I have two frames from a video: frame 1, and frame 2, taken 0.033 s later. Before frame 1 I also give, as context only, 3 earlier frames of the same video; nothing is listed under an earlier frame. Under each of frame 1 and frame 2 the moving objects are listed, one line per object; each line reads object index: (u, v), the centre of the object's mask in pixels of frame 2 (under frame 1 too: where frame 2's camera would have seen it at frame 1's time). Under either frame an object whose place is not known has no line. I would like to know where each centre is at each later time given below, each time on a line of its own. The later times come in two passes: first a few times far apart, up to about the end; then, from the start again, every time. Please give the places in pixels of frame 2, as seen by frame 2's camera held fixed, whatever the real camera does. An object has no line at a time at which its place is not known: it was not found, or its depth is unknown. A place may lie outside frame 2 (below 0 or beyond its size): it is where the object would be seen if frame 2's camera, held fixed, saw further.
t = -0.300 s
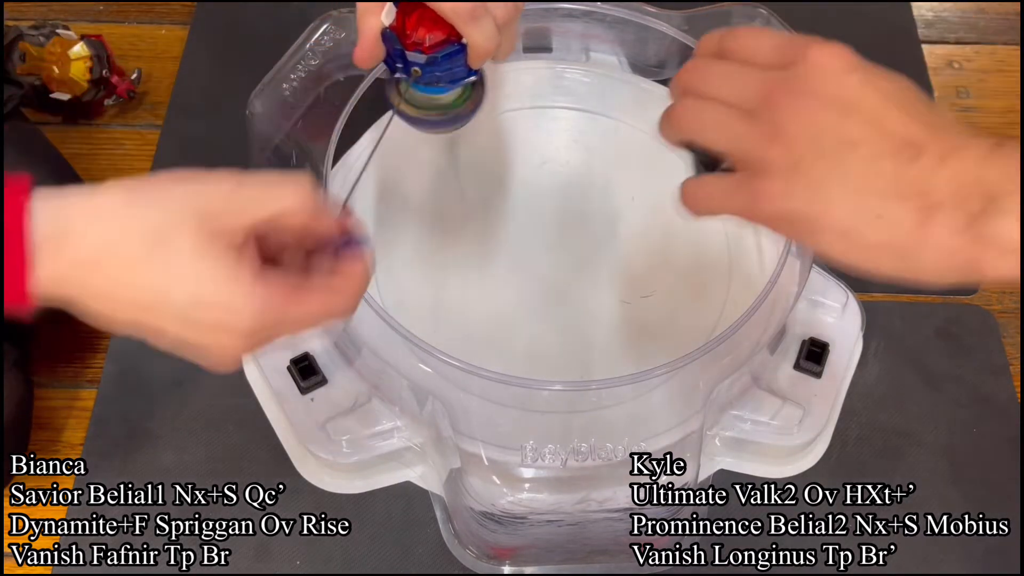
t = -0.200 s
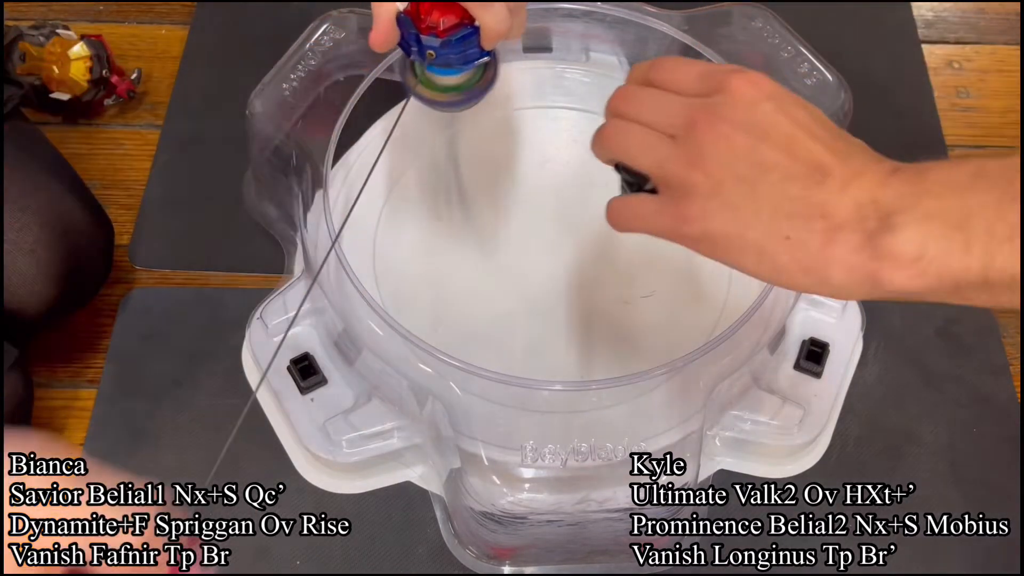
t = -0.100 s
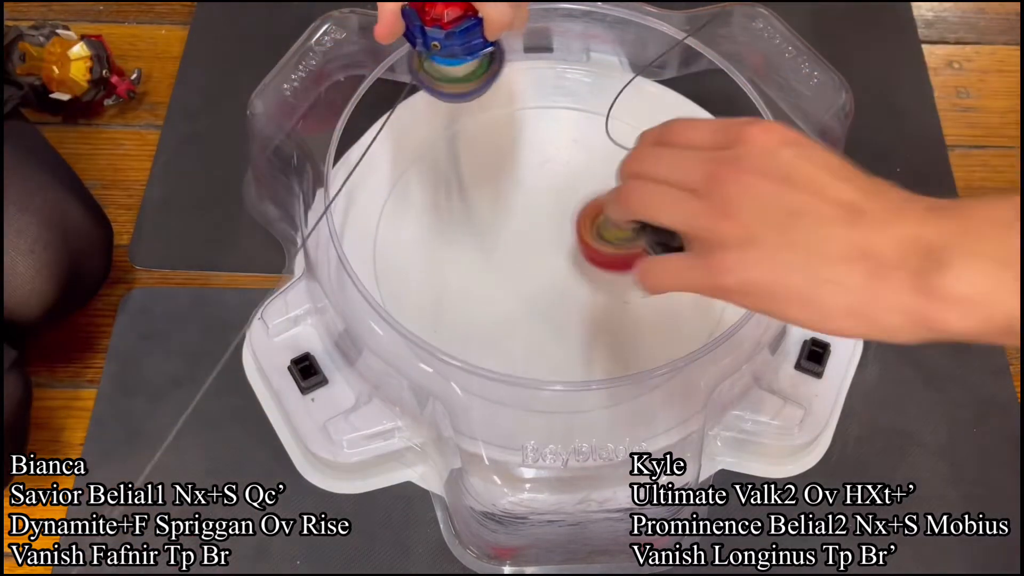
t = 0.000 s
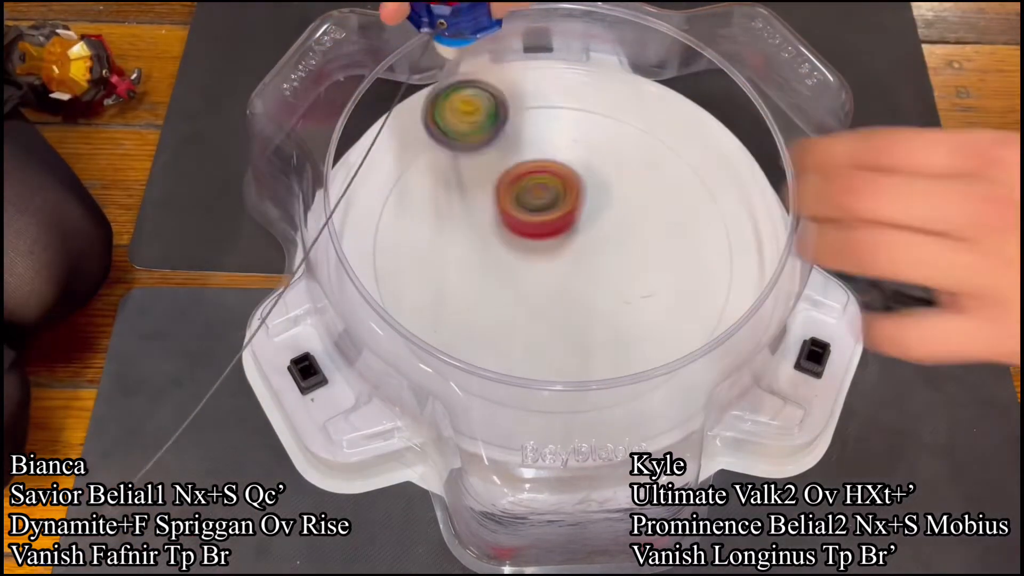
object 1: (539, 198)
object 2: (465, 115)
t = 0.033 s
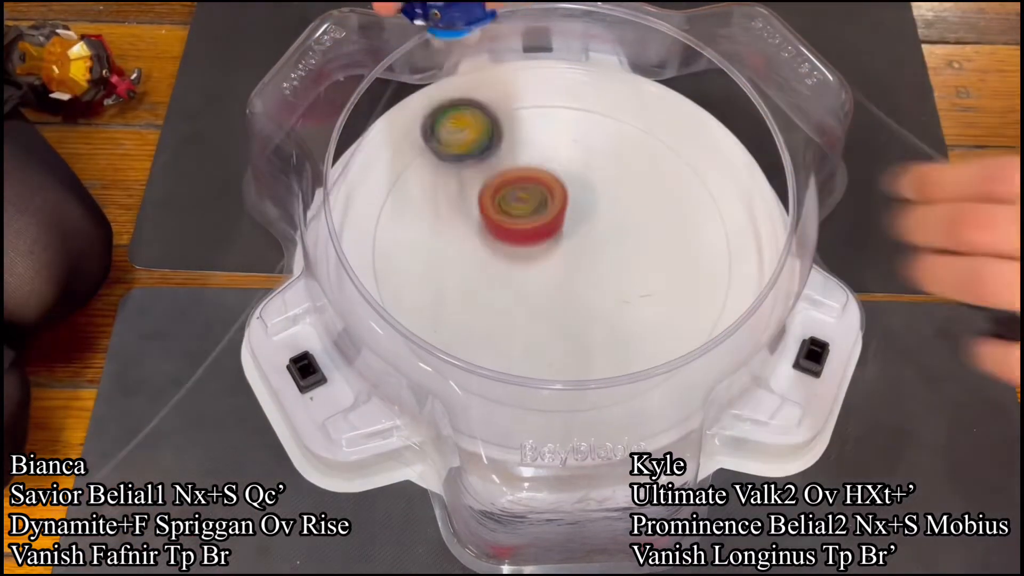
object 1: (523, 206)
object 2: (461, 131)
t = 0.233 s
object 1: (523, 369)
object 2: (489, 81)
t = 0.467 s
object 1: (623, 393)
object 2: (578, 92)
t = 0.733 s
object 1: (616, 247)
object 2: (680, 148)
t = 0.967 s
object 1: (397, 259)
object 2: (602, 180)
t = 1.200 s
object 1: (480, 299)
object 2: (555, 230)
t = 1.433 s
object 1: (589, 307)
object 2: (538, 223)
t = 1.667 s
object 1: (579, 253)
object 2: (512, 199)
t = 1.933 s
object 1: (507, 276)
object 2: (519, 174)
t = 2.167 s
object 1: (534, 313)
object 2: (536, 196)
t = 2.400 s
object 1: (587, 294)
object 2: (542, 207)
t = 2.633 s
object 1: (586, 287)
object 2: (553, 203)
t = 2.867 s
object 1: (564, 298)
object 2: (580, 206)
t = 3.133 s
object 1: (548, 302)
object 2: (613, 226)
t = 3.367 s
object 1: (537, 307)
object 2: (616, 256)
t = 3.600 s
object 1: (486, 322)
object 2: (631, 261)
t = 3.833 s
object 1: (506, 331)
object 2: (603, 278)
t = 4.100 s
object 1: (488, 314)
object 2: (608, 248)
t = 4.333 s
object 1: (489, 273)
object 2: (593, 232)
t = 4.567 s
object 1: (462, 228)
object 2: (579, 216)
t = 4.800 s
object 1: (459, 245)
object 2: (563, 207)
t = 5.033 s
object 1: (495, 270)
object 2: (546, 207)
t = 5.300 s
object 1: (503, 269)
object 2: (561, 205)
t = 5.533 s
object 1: (502, 270)
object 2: (581, 230)
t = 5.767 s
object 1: (502, 269)
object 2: (591, 258)
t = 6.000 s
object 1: (485, 260)
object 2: (593, 284)
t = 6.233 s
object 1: (484, 250)
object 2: (570, 292)
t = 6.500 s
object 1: (480, 226)
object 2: (547, 283)
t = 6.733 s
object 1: (477, 204)
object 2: (542, 270)
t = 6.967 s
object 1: (489, 191)
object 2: (548, 256)
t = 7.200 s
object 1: (508, 178)
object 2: (558, 249)
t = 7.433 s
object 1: (528, 172)
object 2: (567, 248)
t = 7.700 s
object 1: (538, 169)
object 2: (569, 251)
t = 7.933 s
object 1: (554, 173)
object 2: (560, 264)
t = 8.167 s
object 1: (576, 173)
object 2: (544, 270)
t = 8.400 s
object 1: (591, 198)
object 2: (530, 257)
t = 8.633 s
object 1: (625, 209)
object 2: (518, 249)
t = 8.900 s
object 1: (630, 237)
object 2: (533, 234)
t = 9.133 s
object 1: (637, 262)
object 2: (551, 231)
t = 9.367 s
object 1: (641, 284)
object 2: (557, 232)
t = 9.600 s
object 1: (619, 296)
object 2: (556, 237)
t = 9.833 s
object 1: (586, 306)
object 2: (547, 234)
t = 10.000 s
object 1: (561, 311)
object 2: (547, 230)
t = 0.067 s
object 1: (524, 230)
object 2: (462, 111)
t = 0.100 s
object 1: (523, 258)
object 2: (463, 97)
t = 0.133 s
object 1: (521, 287)
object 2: (464, 94)
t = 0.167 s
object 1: (519, 312)
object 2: (470, 87)
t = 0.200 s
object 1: (519, 338)
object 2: (478, 81)
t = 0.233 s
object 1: (523, 369)
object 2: (489, 81)
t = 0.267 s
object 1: (534, 380)
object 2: (501, 79)
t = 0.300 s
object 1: (548, 387)
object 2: (513, 80)
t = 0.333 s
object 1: (562, 399)
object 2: (525, 82)
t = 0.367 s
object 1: (578, 397)
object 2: (538, 84)
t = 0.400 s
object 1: (596, 400)
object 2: (550, 85)
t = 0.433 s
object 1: (611, 395)
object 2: (564, 88)
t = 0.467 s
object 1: (623, 393)
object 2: (578, 92)
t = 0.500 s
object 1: (638, 380)
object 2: (593, 99)
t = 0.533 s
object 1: (649, 367)
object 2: (608, 110)
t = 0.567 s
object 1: (658, 349)
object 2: (621, 120)
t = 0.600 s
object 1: (662, 323)
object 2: (635, 133)
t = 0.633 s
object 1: (665, 301)
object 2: (647, 148)
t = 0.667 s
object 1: (661, 273)
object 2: (657, 161)
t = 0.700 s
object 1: (644, 248)
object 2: (666, 169)
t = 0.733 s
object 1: (616, 247)
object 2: (680, 148)
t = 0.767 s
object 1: (585, 246)
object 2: (674, 145)
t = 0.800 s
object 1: (545, 245)
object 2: (664, 148)
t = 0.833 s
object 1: (512, 246)
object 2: (653, 153)
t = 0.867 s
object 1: (480, 247)
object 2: (642, 158)
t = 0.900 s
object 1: (445, 251)
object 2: (629, 165)
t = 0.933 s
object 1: (419, 255)
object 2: (614, 173)
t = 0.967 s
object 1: (397, 259)
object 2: (602, 180)
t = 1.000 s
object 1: (384, 265)
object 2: (588, 189)
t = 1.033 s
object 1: (392, 268)
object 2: (577, 198)
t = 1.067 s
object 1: (405, 275)
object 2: (569, 206)
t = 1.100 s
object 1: (420, 283)
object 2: (562, 215)
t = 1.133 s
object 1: (438, 290)
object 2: (558, 222)
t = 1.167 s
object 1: (458, 294)
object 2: (556, 227)
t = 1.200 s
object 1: (480, 299)
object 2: (555, 230)
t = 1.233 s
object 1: (498, 302)
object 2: (554, 232)
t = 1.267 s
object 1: (517, 305)
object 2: (553, 231)
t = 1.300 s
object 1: (536, 308)
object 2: (551, 230)
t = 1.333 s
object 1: (551, 310)
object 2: (548, 229)
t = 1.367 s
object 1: (566, 311)
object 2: (545, 228)
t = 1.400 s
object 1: (580, 310)
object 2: (541, 225)
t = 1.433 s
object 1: (589, 307)
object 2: (538, 223)
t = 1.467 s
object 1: (595, 302)
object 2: (534, 220)
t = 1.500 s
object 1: (599, 295)
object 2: (531, 217)
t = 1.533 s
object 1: (600, 286)
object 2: (528, 215)
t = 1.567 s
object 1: (597, 276)
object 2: (525, 213)
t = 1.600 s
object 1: (591, 265)
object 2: (522, 211)
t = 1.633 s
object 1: (585, 257)
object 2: (517, 205)
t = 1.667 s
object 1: (579, 253)
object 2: (512, 199)
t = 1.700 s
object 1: (571, 252)
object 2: (510, 192)
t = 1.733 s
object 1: (562, 254)
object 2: (508, 186)
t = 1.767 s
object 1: (551, 256)
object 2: (509, 181)
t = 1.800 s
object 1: (541, 259)
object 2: (510, 178)
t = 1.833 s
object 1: (531, 262)
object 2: (511, 176)
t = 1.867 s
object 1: (521, 266)
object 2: (513, 175)
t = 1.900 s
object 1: (513, 270)
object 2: (516, 174)
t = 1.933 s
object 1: (507, 276)
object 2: (519, 174)
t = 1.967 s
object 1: (503, 282)
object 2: (521, 176)
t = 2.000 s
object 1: (502, 290)
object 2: (525, 178)
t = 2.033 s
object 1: (504, 296)
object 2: (528, 180)
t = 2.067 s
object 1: (509, 303)
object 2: (531, 183)
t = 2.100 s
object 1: (516, 308)
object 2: (533, 187)
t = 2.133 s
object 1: (524, 311)
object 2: (535, 191)
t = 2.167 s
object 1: (534, 313)
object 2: (536, 196)
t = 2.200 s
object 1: (544, 312)
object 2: (538, 201)
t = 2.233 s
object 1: (554, 310)
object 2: (539, 205)
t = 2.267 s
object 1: (564, 305)
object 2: (540, 210)
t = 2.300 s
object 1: (572, 298)
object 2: (540, 215)
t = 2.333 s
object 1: (578, 290)
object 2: (540, 219)
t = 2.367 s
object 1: (583, 291)
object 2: (541, 213)
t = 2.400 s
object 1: (587, 294)
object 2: (542, 207)
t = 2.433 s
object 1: (590, 295)
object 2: (543, 204)
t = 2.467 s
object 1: (591, 293)
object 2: (545, 206)
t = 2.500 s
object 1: (591, 289)
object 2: (548, 209)
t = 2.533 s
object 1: (588, 283)
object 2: (550, 212)
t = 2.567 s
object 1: (588, 284)
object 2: (550, 208)
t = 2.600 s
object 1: (588, 286)
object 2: (551, 204)
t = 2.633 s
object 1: (586, 287)
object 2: (553, 203)
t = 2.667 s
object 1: (583, 285)
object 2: (556, 205)
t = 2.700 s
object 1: (580, 282)
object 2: (560, 207)
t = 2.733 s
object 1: (576, 285)
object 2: (564, 205)
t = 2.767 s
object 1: (572, 291)
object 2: (568, 201)
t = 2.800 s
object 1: (568, 295)
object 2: (572, 202)
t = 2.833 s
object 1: (566, 297)
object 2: (576, 203)
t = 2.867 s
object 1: (564, 298)
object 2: (580, 206)
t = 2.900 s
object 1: (564, 299)
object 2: (585, 208)
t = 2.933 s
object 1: (564, 298)
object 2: (588, 211)
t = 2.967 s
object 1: (565, 296)
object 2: (591, 215)
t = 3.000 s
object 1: (566, 295)
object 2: (595, 218)
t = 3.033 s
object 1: (567, 293)
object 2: (597, 222)
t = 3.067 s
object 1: (561, 295)
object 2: (604, 223)
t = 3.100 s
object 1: (554, 299)
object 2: (609, 223)
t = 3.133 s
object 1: (548, 302)
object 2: (613, 226)
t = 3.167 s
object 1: (543, 304)
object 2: (616, 230)
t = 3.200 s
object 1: (539, 306)
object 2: (617, 234)
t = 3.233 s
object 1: (536, 308)
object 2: (618, 239)
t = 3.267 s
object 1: (535, 308)
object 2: (619, 243)
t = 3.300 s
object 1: (535, 308)
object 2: (618, 248)
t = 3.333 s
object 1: (535, 308)
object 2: (618, 252)
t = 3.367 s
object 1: (537, 307)
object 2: (616, 256)
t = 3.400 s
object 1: (538, 306)
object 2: (614, 259)
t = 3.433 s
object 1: (538, 305)
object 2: (613, 262)
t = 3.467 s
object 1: (522, 309)
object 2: (624, 258)
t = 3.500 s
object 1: (511, 312)
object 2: (630, 256)
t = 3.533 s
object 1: (500, 316)
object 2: (633, 256)
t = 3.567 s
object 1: (491, 319)
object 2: (632, 258)
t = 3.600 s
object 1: (486, 322)
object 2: (631, 261)
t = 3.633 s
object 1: (482, 324)
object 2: (629, 264)
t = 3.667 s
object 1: (481, 326)
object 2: (626, 267)
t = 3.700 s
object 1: (482, 328)
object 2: (623, 270)
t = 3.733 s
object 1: (486, 329)
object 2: (620, 273)
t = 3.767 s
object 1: (491, 331)
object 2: (615, 274)
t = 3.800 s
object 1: (497, 331)
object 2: (609, 276)
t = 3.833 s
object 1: (506, 331)
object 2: (603, 278)
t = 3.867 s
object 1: (514, 328)
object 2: (598, 277)
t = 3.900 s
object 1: (522, 324)
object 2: (592, 277)
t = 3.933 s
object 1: (515, 324)
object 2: (598, 269)
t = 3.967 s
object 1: (506, 324)
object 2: (605, 260)
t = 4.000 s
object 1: (498, 323)
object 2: (608, 255)
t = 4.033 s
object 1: (493, 320)
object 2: (608, 252)
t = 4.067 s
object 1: (490, 317)
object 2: (609, 250)
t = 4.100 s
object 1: (488, 314)
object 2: (608, 248)
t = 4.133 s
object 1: (488, 310)
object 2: (606, 247)
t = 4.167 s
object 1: (489, 305)
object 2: (604, 245)
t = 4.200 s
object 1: (490, 301)
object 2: (602, 243)
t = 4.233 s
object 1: (491, 294)
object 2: (600, 241)
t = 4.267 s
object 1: (491, 288)
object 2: (597, 238)
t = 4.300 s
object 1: (491, 281)
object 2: (595, 236)
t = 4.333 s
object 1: (489, 273)
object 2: (593, 232)
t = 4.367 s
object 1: (487, 265)
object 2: (591, 230)
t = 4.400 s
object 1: (484, 256)
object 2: (589, 227)
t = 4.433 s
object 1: (479, 248)
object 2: (587, 225)
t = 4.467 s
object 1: (474, 240)
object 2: (585, 222)
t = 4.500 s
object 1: (470, 235)
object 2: (582, 220)
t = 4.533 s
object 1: (465, 231)
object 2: (581, 218)
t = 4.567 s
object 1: (462, 228)
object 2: (579, 216)
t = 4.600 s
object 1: (460, 228)
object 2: (577, 214)
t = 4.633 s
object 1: (459, 228)
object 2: (574, 212)
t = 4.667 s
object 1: (458, 230)
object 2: (572, 211)
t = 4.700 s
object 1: (458, 232)
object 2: (570, 209)
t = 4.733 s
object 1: (459, 236)
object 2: (567, 208)
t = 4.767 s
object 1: (459, 240)
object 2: (565, 208)
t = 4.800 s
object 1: (459, 245)
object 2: (563, 207)
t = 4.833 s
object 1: (462, 252)
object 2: (561, 206)
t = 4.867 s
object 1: (464, 257)
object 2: (558, 206)
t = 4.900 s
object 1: (468, 262)
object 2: (556, 206)
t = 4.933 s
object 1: (474, 267)
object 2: (554, 206)
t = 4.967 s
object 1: (481, 270)
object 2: (551, 206)
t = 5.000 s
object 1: (488, 270)
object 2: (549, 206)
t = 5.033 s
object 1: (495, 270)
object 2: (546, 207)
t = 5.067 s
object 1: (501, 268)
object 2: (545, 205)
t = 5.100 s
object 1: (504, 268)
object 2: (546, 203)
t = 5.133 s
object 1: (505, 268)
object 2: (547, 202)
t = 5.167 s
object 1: (505, 268)
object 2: (550, 201)
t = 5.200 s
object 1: (506, 267)
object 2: (551, 203)
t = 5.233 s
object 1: (506, 266)
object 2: (554, 203)
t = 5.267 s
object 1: (504, 268)
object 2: (558, 203)
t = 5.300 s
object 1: (503, 269)
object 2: (561, 205)
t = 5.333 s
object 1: (504, 268)
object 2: (563, 208)
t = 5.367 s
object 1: (506, 267)
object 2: (565, 211)
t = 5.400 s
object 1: (504, 268)
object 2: (568, 215)
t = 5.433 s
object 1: (504, 268)
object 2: (572, 219)
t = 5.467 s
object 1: (505, 269)
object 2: (574, 222)
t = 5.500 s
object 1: (503, 269)
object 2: (578, 225)
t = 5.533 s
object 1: (502, 270)
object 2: (581, 230)
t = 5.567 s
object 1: (501, 270)
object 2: (583, 233)
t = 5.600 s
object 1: (502, 270)
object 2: (584, 238)
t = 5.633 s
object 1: (502, 270)
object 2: (585, 242)
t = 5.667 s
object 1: (501, 270)
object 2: (588, 245)
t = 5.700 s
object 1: (500, 270)
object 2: (590, 249)
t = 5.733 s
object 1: (501, 269)
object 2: (590, 253)
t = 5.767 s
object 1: (502, 269)
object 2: (591, 258)
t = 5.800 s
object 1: (499, 267)
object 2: (593, 262)
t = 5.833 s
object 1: (494, 266)
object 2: (597, 265)
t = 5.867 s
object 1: (491, 265)
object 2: (598, 269)
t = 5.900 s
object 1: (488, 264)
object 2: (598, 273)
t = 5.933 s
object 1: (486, 263)
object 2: (597, 277)
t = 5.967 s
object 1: (486, 262)
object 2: (595, 280)
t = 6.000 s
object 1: (485, 260)
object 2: (593, 284)
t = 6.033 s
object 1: (484, 259)
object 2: (591, 286)
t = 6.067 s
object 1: (484, 258)
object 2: (588, 289)
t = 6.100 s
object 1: (483, 256)
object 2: (584, 291)
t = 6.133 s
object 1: (483, 255)
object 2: (581, 292)
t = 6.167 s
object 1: (483, 253)
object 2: (577, 292)
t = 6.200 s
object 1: (484, 252)
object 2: (574, 293)
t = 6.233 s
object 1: (484, 250)
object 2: (570, 292)
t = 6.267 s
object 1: (485, 249)
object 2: (566, 292)
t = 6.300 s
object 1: (485, 246)
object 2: (563, 291)
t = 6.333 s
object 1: (483, 241)
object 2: (563, 292)
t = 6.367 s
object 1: (481, 237)
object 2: (560, 291)
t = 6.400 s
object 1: (480, 233)
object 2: (556, 290)
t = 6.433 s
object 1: (480, 230)
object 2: (553, 289)
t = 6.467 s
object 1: (480, 228)
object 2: (550, 286)
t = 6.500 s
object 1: (480, 226)
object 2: (547, 283)
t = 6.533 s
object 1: (480, 222)
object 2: (546, 282)
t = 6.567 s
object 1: (479, 218)
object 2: (545, 280)
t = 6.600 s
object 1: (478, 216)
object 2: (543, 278)
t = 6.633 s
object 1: (479, 214)
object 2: (541, 275)
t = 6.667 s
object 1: (479, 211)
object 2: (541, 273)
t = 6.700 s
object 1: (477, 206)
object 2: (543, 272)
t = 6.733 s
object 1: (477, 204)
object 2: (542, 270)
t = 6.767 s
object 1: (478, 202)
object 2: (542, 268)
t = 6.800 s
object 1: (480, 201)
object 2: (542, 265)
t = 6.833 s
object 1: (482, 201)
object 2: (542, 262)
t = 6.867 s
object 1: (483, 198)
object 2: (544, 262)
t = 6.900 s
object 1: (485, 194)
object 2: (546, 261)
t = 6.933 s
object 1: (487, 193)
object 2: (546, 259)
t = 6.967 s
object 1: (489, 191)
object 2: (548, 256)
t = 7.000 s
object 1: (492, 190)
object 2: (549, 255)
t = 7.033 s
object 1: (494, 187)
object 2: (550, 254)
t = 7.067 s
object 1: (496, 185)
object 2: (552, 252)
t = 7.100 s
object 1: (499, 184)
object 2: (553, 251)
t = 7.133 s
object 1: (502, 182)
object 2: (555, 250)
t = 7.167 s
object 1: (505, 180)
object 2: (557, 250)
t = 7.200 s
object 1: (508, 178)
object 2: (558, 249)
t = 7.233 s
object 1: (511, 177)
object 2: (559, 248)
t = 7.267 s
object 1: (515, 177)
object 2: (561, 247)
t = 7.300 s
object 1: (517, 174)
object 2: (563, 248)
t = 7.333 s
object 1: (520, 172)
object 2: (564, 249)
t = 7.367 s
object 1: (523, 172)
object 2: (565, 249)
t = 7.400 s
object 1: (526, 171)
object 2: (566, 248)
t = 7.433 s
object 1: (528, 172)
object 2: (567, 248)
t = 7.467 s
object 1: (531, 172)
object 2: (567, 248)
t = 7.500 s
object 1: (533, 171)
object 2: (568, 249)
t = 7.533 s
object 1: (534, 169)
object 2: (569, 250)
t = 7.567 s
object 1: (536, 168)
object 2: (570, 250)
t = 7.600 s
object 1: (537, 168)
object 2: (569, 250)
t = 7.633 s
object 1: (537, 167)
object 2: (570, 251)
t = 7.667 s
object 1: (538, 168)
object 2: (570, 251)
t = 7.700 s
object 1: (538, 169)
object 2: (569, 251)
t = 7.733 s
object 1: (538, 172)
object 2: (569, 251)
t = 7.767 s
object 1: (539, 175)
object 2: (568, 252)
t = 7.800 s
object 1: (541, 174)
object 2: (567, 255)
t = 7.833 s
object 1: (543, 174)
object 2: (566, 257)
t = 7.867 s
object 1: (546, 175)
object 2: (563, 258)
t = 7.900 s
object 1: (550, 177)
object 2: (561, 258)
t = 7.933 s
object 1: (554, 173)
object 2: (560, 264)
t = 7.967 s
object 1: (558, 170)
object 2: (558, 268)
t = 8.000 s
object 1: (561, 168)
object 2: (556, 269)
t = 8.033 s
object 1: (564, 168)
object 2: (553, 270)
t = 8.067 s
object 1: (567, 168)
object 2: (551, 271)
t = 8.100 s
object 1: (571, 170)
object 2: (549, 271)
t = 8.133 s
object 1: (573, 171)
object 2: (546, 270)
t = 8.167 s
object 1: (576, 173)
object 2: (544, 270)
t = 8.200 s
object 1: (578, 176)
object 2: (542, 269)
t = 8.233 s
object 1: (581, 179)
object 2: (540, 267)
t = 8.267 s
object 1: (583, 182)
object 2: (537, 266)
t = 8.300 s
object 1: (585, 185)
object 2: (535, 264)
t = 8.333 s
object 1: (587, 189)
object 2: (533, 262)
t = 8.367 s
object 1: (589, 194)
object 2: (532, 260)
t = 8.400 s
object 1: (591, 198)
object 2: (530, 257)
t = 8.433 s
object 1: (598, 198)
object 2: (524, 258)
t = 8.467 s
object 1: (605, 199)
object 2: (521, 259)
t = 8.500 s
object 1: (610, 200)
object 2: (520, 257)
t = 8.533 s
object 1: (615, 202)
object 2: (519, 255)
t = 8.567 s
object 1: (619, 204)
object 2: (518, 253)
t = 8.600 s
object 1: (622, 206)
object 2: (518, 251)
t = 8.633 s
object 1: (625, 209)
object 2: (518, 249)
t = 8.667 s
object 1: (627, 212)
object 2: (519, 246)
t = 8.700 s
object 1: (628, 215)
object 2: (520, 244)
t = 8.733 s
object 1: (629, 218)
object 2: (521, 242)
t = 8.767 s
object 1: (630, 222)
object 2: (523, 240)
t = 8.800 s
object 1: (630, 225)
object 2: (525, 239)
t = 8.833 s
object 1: (630, 229)
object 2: (528, 237)
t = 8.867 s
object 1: (630, 233)
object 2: (530, 235)
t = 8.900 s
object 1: (630, 237)
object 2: (533, 234)
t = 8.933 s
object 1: (631, 241)
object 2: (536, 233)
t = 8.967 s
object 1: (631, 245)
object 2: (540, 233)
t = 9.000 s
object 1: (632, 248)
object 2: (542, 232)
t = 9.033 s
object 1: (635, 252)
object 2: (544, 231)
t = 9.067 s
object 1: (637, 256)
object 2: (546, 230)
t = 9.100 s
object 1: (637, 259)
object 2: (548, 230)
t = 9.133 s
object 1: (637, 262)
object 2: (551, 231)
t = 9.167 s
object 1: (637, 265)
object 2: (553, 232)
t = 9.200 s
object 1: (636, 268)
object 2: (554, 231)
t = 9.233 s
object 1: (642, 273)
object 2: (554, 230)
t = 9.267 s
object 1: (644, 276)
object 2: (554, 230)
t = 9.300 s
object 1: (644, 279)
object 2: (555, 231)
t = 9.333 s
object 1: (643, 282)
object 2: (556, 231)
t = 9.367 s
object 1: (641, 284)
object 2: (557, 232)
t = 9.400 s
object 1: (639, 285)
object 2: (558, 233)
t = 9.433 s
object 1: (636, 287)
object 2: (559, 234)
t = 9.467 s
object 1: (632, 287)
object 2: (559, 235)
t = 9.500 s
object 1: (629, 289)
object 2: (559, 236)
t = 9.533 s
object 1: (625, 290)
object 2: (558, 237)
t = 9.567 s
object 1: (622, 294)
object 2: (557, 237)
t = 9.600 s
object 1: (619, 296)
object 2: (556, 237)
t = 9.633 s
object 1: (615, 299)
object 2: (555, 237)
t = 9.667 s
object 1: (612, 300)
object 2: (553, 237)
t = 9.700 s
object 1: (607, 302)
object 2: (552, 237)
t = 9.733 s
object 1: (602, 303)
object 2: (551, 236)
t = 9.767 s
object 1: (598, 304)
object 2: (549, 236)
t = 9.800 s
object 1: (592, 304)
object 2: (548, 236)
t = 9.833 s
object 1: (586, 306)
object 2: (547, 234)
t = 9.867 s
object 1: (582, 308)
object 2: (546, 233)
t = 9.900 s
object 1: (577, 309)
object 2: (546, 232)
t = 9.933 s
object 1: (571, 311)
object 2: (546, 232)
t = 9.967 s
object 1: (566, 310)
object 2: (546, 231)
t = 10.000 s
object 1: (561, 311)
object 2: (547, 230)
